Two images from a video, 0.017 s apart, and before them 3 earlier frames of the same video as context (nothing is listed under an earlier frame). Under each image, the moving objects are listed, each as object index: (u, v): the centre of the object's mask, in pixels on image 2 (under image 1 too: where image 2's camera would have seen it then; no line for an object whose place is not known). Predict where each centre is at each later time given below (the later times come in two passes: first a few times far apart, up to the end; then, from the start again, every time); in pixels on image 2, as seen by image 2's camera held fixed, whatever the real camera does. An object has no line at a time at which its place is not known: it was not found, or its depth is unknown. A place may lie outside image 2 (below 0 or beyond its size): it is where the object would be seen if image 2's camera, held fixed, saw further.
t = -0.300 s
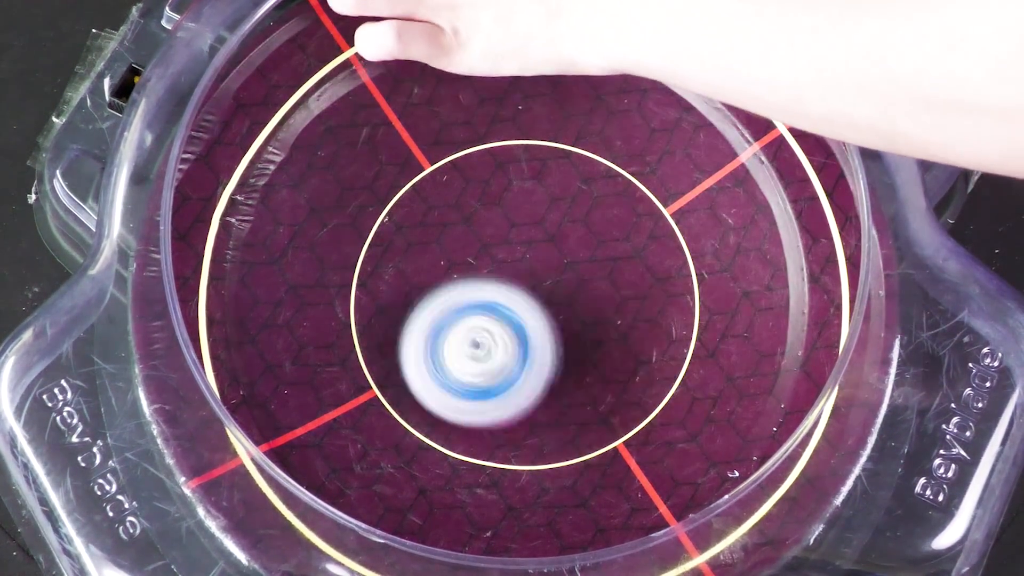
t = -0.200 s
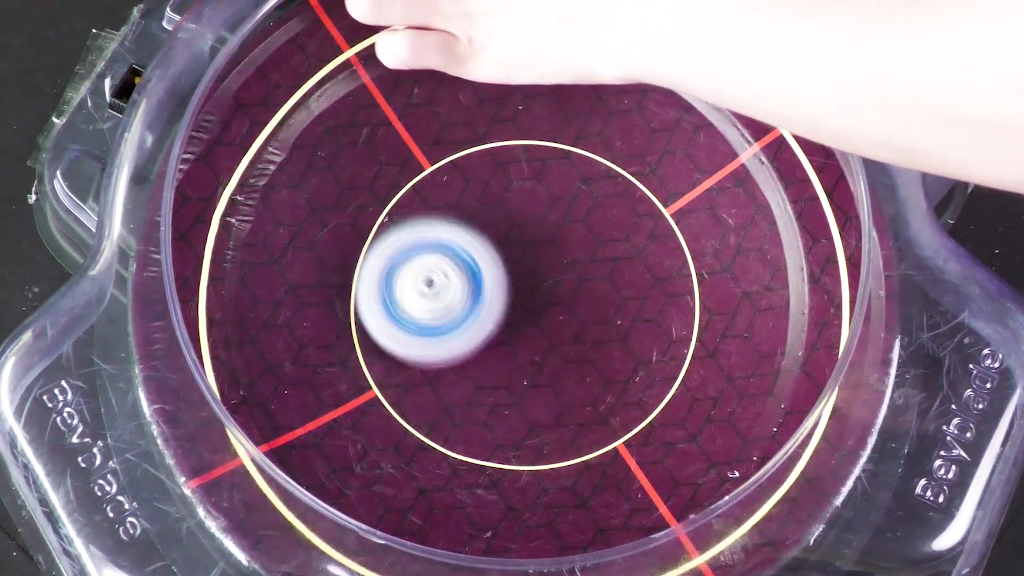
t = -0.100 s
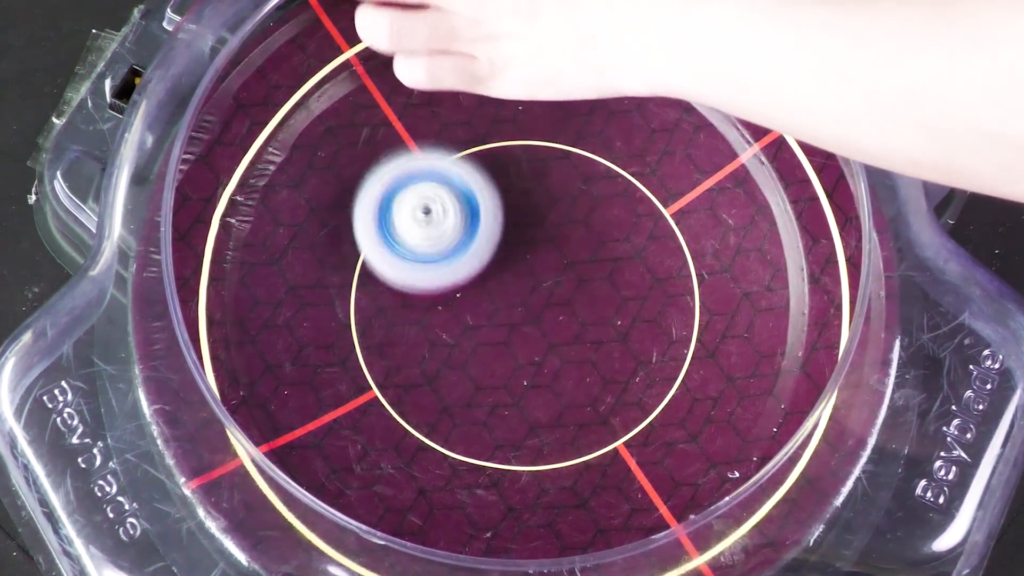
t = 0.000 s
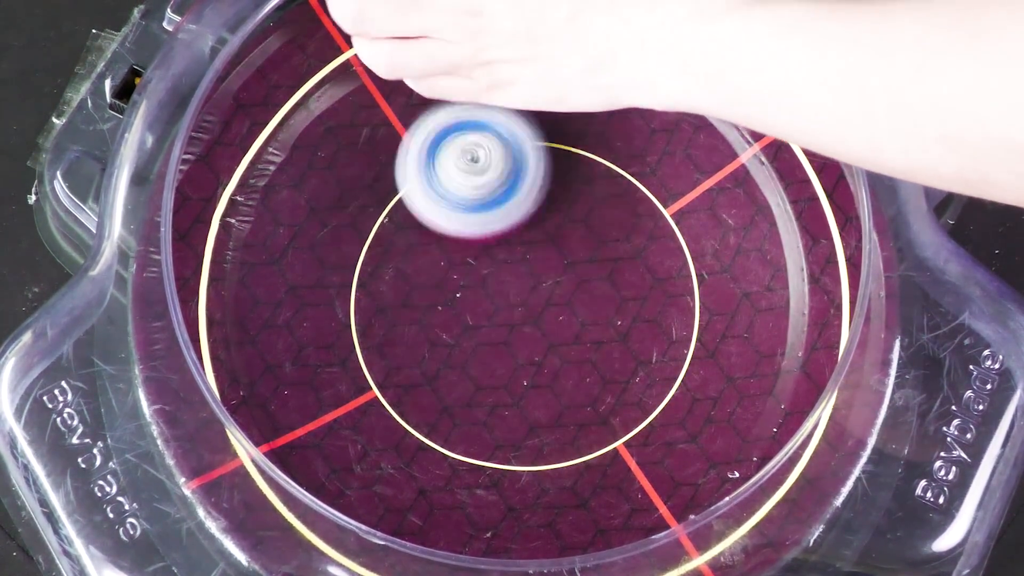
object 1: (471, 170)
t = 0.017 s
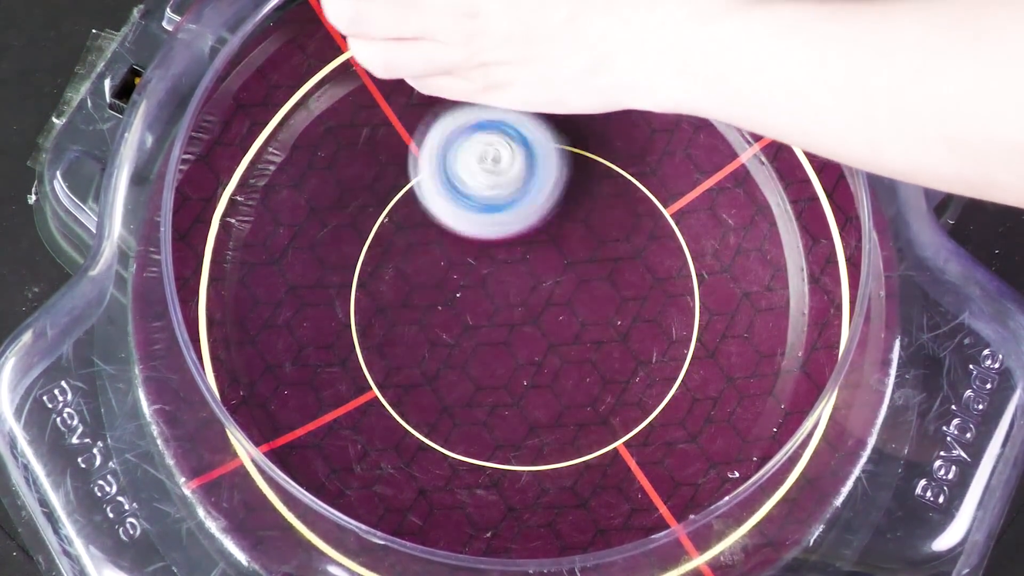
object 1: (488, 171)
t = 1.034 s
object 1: (473, 140)
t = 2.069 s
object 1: (428, 161)
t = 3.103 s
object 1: (458, 197)
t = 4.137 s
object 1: (450, 182)
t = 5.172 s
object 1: (399, 200)
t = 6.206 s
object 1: (413, 243)
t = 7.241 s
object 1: (426, 245)
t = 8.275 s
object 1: (399, 270)
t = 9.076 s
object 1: (518, 378)
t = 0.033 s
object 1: (507, 172)
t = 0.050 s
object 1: (522, 173)
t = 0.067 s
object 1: (540, 174)
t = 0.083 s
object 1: (554, 176)
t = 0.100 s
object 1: (571, 178)
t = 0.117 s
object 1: (584, 180)
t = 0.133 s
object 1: (598, 182)
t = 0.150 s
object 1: (609, 186)
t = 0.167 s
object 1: (622, 190)
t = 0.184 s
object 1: (632, 195)
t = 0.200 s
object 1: (644, 199)
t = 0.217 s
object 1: (652, 205)
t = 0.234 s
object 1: (662, 212)
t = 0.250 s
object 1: (668, 220)
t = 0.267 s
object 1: (675, 230)
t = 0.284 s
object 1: (680, 241)
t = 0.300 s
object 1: (684, 253)
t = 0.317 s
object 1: (685, 264)
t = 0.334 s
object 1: (686, 276)
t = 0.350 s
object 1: (684, 287)
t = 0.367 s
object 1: (682, 300)
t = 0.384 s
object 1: (677, 312)
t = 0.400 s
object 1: (672, 324)
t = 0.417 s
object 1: (664, 334)
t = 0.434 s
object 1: (655, 345)
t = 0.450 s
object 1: (645, 354)
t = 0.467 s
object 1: (633, 362)
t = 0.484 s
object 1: (621, 368)
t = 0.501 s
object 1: (607, 374)
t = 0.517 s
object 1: (595, 378)
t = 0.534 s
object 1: (579, 381)
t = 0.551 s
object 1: (566, 383)
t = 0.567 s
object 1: (550, 383)
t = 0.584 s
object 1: (536, 382)
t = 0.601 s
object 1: (521, 378)
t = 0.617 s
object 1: (506, 374)
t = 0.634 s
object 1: (495, 368)
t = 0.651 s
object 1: (481, 361)
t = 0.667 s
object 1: (470, 353)
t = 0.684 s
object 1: (460, 344)
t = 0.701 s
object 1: (450, 337)
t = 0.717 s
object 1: (442, 325)
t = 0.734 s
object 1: (435, 315)
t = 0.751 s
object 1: (431, 305)
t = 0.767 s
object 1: (424, 293)
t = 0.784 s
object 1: (420, 282)
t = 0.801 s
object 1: (419, 271)
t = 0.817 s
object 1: (416, 260)
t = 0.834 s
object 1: (415, 248)
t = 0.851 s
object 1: (416, 237)
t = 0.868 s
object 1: (416, 227)
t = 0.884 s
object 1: (418, 216)
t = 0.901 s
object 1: (421, 205)
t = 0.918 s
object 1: (425, 195)
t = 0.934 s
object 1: (429, 185)
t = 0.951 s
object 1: (435, 176)
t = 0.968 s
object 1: (443, 167)
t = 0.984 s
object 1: (448, 160)
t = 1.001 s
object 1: (456, 153)
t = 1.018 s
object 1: (465, 145)
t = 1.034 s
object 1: (473, 140)
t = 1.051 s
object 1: (483, 134)
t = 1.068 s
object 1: (492, 130)
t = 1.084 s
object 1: (504, 128)
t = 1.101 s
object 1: (513, 125)
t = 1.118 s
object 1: (525, 125)
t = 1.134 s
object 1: (537, 124)
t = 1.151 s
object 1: (547, 126)
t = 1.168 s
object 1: (560, 129)
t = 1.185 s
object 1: (570, 132)
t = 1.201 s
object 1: (581, 139)
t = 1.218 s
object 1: (591, 144)
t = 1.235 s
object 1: (601, 153)
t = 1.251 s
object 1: (611, 161)
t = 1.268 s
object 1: (616, 171)
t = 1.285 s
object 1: (624, 183)
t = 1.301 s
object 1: (629, 194)
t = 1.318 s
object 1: (633, 208)
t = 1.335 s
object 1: (636, 220)
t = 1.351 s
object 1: (636, 235)
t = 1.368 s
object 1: (636, 247)
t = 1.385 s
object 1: (632, 259)
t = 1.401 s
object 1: (628, 273)
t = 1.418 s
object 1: (623, 284)
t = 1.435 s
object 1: (615, 297)
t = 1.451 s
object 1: (609, 307)
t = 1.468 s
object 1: (599, 318)
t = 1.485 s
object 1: (590, 327)
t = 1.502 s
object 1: (579, 334)
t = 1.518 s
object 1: (567, 343)
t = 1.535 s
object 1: (557, 348)
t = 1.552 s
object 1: (543, 353)
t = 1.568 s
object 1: (531, 357)
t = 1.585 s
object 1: (519, 359)
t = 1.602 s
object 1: (505, 362)
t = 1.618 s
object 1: (493, 362)
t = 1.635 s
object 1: (481, 361)
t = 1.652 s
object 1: (469, 360)
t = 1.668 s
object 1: (458, 356)
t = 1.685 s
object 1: (447, 352)
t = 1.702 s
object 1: (436, 349)
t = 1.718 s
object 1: (426, 343)
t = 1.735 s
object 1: (417, 336)
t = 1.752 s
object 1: (408, 331)
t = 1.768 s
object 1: (399, 322)
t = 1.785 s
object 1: (392, 314)
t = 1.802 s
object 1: (386, 306)
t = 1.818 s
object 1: (380, 296)
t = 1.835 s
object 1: (375, 286)
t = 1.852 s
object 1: (373, 277)
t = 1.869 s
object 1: (369, 266)
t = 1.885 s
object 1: (368, 256)
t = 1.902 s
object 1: (368, 246)
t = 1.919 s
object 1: (367, 235)
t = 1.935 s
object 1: (369, 225)
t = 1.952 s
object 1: (373, 215)
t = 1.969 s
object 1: (377, 205)
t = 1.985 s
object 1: (383, 196)
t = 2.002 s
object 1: (390, 187)
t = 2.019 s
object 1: (398, 179)
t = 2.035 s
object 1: (407, 172)
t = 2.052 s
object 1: (417, 166)
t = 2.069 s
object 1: (428, 161)
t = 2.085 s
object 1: (439, 155)
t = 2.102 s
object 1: (452, 153)
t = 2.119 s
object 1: (465, 152)
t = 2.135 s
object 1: (478, 151)
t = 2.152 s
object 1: (492, 153)
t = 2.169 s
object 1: (504, 154)
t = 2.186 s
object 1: (517, 158)
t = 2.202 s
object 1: (530, 164)
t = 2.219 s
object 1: (541, 169)
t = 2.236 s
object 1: (552, 177)
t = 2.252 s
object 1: (564, 186)
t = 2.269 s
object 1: (571, 194)
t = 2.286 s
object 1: (580, 205)
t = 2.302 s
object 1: (589, 215)
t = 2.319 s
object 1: (593, 226)
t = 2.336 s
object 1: (599, 238)
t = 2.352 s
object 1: (604, 249)
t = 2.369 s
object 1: (606, 260)
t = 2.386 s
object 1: (609, 273)
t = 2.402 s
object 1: (611, 283)
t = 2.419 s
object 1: (609, 295)
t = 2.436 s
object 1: (608, 307)
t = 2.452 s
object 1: (606, 317)
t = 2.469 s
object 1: (602, 329)
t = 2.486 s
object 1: (599, 339)
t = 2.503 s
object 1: (594, 347)
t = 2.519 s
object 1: (587, 358)
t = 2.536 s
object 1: (581, 366)
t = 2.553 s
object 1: (574, 373)
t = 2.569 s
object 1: (565, 382)
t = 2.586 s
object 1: (557, 387)
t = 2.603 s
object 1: (548, 393)
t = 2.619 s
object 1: (537, 399)
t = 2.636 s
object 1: (528, 403)
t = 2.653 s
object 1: (518, 405)
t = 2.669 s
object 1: (506, 407)
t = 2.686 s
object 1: (495, 408)
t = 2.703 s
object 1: (485, 407)
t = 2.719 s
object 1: (472, 405)
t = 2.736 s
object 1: (462, 402)
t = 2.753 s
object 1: (452, 399)
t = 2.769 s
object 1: (441, 393)
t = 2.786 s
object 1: (431, 386)
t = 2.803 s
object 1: (423, 380)
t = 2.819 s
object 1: (415, 371)
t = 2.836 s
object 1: (408, 361)
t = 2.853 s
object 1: (401, 352)
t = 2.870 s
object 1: (396, 341)
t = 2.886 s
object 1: (393, 329)
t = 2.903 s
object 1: (389, 319)
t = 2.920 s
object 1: (389, 307)
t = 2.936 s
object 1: (391, 294)
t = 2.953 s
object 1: (390, 283)
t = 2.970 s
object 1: (394, 270)
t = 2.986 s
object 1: (399, 260)
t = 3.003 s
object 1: (404, 248)
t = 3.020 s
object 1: (411, 238)
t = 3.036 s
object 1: (419, 230)
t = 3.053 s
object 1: (428, 219)
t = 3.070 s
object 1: (437, 211)
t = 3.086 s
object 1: (446, 205)
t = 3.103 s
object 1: (458, 197)
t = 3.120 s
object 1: (470, 193)
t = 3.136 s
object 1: (480, 189)
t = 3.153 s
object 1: (492, 184)
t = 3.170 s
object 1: (505, 183)
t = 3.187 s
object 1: (516, 181)
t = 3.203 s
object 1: (527, 181)
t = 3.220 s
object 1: (540, 182)
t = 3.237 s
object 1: (552, 184)
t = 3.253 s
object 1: (563, 185)
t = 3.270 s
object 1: (573, 190)
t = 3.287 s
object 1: (585, 194)
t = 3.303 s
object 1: (594, 198)
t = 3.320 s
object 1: (602, 204)
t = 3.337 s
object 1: (612, 210)
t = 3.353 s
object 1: (622, 217)
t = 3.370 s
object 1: (628, 224)
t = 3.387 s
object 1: (635, 233)
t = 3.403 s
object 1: (643, 241)
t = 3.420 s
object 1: (647, 249)
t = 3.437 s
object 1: (650, 258)
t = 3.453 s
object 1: (654, 269)
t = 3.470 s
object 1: (656, 278)
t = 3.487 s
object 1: (656, 288)
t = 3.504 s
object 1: (656, 299)
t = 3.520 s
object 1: (655, 309)
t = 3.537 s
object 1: (653, 319)
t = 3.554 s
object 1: (647, 330)
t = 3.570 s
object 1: (642, 340)
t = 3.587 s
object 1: (638, 349)
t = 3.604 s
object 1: (629, 357)
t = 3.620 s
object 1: (620, 366)
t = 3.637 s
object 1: (612, 373)
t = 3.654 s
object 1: (601, 378)
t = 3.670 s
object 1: (589, 384)
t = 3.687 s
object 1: (577, 388)
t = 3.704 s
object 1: (565, 390)
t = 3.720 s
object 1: (553, 392)
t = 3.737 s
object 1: (538, 392)
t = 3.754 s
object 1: (526, 390)
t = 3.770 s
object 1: (514, 389)
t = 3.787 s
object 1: (501, 384)
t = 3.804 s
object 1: (490, 378)
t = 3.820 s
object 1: (479, 371)
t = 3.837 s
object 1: (468, 363)
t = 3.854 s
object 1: (460, 355)
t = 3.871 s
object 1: (451, 345)
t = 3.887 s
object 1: (444, 335)
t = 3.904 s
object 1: (437, 326)
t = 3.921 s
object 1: (432, 315)
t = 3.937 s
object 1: (429, 304)
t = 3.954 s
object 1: (424, 293)
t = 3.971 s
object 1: (422, 282)
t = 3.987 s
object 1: (420, 271)
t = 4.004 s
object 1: (420, 259)
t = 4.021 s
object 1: (422, 248)
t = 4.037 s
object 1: (422, 239)
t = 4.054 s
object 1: (425, 228)
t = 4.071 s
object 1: (430, 218)
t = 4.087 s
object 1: (433, 208)
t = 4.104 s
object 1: (438, 198)
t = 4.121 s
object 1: (443, 191)
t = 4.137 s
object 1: (450, 182)
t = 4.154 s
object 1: (459, 175)
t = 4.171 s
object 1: (465, 169)
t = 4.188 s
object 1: (473, 162)
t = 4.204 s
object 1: (481, 158)
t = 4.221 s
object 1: (491, 152)
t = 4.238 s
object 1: (501, 149)
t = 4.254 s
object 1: (509, 147)
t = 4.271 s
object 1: (520, 144)
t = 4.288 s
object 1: (530, 144)
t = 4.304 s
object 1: (542, 144)
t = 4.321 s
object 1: (552, 145)
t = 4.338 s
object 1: (561, 147)
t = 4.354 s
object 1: (572, 150)
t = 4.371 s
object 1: (583, 155)
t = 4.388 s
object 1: (592, 160)
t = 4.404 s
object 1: (601, 165)
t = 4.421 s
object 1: (608, 173)
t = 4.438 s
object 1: (617, 182)
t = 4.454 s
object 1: (624, 190)
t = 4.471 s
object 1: (629, 199)
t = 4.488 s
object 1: (633, 211)
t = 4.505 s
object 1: (637, 223)
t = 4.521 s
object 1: (639, 233)
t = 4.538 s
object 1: (640, 244)
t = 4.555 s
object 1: (637, 256)
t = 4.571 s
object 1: (635, 268)
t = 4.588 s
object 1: (632, 279)
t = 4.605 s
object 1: (626, 289)
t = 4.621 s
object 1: (619, 299)
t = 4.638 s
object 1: (612, 310)
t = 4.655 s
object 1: (604, 319)
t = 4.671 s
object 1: (596, 327)
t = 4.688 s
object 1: (585, 333)
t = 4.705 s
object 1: (574, 341)
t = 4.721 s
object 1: (562, 347)
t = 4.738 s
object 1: (551, 351)
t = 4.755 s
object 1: (540, 355)
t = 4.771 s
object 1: (527, 356)
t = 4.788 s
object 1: (514, 358)
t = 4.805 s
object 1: (503, 359)
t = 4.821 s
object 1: (491, 357)
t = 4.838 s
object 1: (480, 356)
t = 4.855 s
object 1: (468, 352)
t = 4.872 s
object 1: (458, 348)
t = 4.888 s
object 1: (448, 344)
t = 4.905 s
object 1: (438, 338)
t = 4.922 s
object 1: (430, 333)
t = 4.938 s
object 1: (421, 325)
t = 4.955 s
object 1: (415, 318)
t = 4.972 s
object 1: (407, 311)
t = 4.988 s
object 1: (402, 302)
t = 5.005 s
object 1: (396, 294)
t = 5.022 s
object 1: (392, 284)
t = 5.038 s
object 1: (390, 275)
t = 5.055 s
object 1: (387, 266)
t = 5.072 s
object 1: (386, 255)
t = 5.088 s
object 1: (385, 247)
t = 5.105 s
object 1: (386, 236)
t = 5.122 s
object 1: (389, 227)
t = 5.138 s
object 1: (391, 217)
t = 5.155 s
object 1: (395, 208)
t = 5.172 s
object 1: (399, 200)
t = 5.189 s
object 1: (406, 192)
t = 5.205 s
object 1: (412, 185)
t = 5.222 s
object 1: (421, 177)
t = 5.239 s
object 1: (430, 171)
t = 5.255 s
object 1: (438, 166)
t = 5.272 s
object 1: (449, 161)
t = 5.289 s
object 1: (459, 159)
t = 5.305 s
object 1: (471, 156)
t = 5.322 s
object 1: (483, 156)
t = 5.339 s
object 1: (494, 156)
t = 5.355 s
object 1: (506, 157)
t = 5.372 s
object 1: (516, 160)
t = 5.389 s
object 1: (527, 164)
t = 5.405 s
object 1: (539, 170)
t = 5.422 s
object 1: (549, 176)
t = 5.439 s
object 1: (559, 182)
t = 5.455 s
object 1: (566, 190)
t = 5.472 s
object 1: (575, 198)
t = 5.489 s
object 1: (582, 209)
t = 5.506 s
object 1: (589, 219)
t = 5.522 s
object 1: (595, 228)
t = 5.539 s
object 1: (598, 237)
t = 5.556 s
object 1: (601, 248)
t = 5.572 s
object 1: (603, 259)
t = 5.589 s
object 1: (606, 271)
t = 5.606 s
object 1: (608, 282)
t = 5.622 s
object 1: (606, 291)
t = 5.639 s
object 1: (604, 301)
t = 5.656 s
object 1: (600, 312)
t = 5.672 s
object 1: (597, 323)
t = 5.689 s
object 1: (594, 332)
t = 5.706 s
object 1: (588, 340)
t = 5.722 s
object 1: (583, 348)
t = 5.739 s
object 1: (575, 356)
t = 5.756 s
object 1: (567, 364)
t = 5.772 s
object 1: (559, 371)
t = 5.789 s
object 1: (551, 376)
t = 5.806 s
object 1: (543, 381)
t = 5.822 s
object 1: (533, 385)
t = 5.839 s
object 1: (524, 388)
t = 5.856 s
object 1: (512, 390)
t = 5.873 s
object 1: (503, 391)
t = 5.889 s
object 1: (492, 391)
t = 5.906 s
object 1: (482, 390)
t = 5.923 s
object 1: (472, 388)
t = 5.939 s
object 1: (462, 384)
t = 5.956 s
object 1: (453, 380)
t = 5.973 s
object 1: (442, 375)
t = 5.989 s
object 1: (435, 369)
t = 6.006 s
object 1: (427, 362)
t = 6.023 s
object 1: (420, 353)
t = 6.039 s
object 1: (414, 345)
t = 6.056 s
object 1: (407, 335)
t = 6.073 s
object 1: (405, 326)
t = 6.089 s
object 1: (400, 315)
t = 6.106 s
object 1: (400, 305)
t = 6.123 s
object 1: (398, 295)
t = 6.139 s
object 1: (400, 283)
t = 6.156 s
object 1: (401, 274)
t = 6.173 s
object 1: (404, 262)
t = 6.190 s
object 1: (408, 253)
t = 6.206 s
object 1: (413, 243)
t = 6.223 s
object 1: (421, 235)
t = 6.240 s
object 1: (427, 226)
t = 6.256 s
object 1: (435, 219)
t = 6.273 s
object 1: (443, 212)
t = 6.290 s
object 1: (452, 205)
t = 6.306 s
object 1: (461, 201)
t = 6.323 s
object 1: (471, 195)
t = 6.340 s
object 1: (483, 192)
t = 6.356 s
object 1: (493, 188)
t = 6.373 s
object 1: (504, 186)
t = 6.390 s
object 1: (514, 185)
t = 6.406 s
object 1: (524, 184)
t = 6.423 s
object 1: (534, 185)
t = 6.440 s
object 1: (545, 187)
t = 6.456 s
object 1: (555, 190)
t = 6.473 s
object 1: (566, 193)
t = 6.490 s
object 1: (576, 197)
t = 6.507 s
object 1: (584, 201)
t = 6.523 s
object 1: (593, 206)
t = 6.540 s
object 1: (600, 212)
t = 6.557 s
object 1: (608, 218)
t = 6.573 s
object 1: (614, 226)
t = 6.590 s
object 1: (621, 234)
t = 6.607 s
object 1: (627, 242)
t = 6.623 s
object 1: (632, 250)
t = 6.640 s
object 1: (636, 258)
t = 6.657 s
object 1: (637, 266)
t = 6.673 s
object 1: (639, 276)
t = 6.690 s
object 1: (639, 285)
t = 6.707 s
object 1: (639, 295)
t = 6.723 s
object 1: (638, 306)
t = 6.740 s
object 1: (635, 314)
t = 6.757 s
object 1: (632, 324)
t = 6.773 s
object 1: (626, 331)
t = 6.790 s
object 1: (622, 339)
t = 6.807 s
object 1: (613, 347)
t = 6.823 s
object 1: (606, 354)
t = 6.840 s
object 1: (597, 361)
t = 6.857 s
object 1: (588, 366)
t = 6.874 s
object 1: (578, 372)
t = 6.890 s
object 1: (567, 374)
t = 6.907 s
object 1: (557, 376)
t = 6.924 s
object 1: (545, 377)
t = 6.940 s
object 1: (535, 377)
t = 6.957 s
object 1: (522, 376)
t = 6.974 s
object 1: (512, 373)
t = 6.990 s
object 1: (500, 370)
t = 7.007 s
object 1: (491, 365)
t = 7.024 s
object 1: (481, 360)
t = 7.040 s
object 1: (471, 352)
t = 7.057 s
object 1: (463, 346)
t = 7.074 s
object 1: (455, 337)
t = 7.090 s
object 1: (449, 330)
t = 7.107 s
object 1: (442, 320)
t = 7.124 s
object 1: (438, 312)
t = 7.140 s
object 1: (433, 302)
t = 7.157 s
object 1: (431, 293)
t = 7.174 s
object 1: (427, 283)
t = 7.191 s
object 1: (427, 273)
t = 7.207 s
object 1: (425, 264)
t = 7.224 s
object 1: (426, 254)
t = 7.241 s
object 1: (426, 245)
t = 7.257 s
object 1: (429, 235)
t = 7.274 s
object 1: (431, 227)
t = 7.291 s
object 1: (435, 217)
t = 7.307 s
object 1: (439, 210)
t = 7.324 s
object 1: (444, 201)
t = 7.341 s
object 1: (451, 195)
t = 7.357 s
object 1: (455, 187)
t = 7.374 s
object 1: (463, 181)
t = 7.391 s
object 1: (469, 176)
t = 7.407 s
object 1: (478, 171)
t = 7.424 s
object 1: (485, 167)
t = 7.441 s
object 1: (495, 162)
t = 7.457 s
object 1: (503, 160)
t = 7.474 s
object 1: (512, 158)
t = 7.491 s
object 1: (521, 158)
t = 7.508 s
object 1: (531, 157)
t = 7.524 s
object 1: (541, 159)
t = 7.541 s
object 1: (551, 161)
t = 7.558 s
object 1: (561, 165)
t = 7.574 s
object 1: (569, 168)
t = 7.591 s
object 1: (578, 173)
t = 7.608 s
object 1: (586, 178)
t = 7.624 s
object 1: (594, 184)
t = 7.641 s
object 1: (599, 191)
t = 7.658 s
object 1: (605, 199)
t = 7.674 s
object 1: (609, 209)
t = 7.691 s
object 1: (614, 218)
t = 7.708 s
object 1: (616, 229)
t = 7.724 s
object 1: (618, 239)
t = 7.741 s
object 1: (618, 250)
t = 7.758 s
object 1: (617, 260)
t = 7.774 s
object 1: (617, 270)
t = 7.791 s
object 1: (612, 279)
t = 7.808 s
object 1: (611, 289)
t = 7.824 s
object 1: (604, 297)
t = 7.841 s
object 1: (599, 306)
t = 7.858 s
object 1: (591, 314)
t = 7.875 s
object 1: (584, 322)
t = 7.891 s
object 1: (575, 329)
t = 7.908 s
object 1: (567, 335)
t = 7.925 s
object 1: (557, 341)
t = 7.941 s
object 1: (548, 345)
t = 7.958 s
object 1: (538, 349)
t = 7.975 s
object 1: (528, 351)
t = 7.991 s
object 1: (518, 353)
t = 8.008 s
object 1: (507, 353)
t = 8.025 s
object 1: (497, 354)
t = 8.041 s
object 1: (486, 352)
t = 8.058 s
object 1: (477, 351)
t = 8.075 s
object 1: (467, 347)
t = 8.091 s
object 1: (459, 344)
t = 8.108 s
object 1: (449, 340)
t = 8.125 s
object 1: (443, 336)
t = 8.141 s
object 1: (434, 330)
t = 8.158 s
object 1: (429, 324)
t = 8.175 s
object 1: (421, 317)
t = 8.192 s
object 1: (416, 310)
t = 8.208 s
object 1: (410, 303)
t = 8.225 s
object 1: (407, 295)
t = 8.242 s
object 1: (402, 287)
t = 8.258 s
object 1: (402, 278)
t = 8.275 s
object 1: (399, 270)
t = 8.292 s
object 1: (399, 261)
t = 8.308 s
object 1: (399, 252)
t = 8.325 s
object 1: (401, 243)
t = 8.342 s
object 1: (403, 236)
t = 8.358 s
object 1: (407, 226)
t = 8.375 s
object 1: (410, 219)
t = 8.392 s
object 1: (417, 211)
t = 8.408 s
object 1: (422, 205)
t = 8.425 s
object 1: (430, 197)
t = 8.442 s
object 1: (437, 192)
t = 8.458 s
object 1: (446, 186)
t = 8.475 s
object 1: (455, 183)
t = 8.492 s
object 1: (465, 179)
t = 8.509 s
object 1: (475, 178)
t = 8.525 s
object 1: (485, 176)
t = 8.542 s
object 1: (496, 177)
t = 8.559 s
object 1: (506, 177)
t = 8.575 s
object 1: (517, 180)
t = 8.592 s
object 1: (526, 183)
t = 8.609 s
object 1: (536, 187)
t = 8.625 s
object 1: (545, 191)
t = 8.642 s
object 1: (554, 197)
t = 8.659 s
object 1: (562, 203)
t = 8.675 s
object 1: (570, 209)
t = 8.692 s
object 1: (576, 216)
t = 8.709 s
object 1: (583, 224)
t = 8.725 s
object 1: (587, 232)
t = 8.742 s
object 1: (592, 240)
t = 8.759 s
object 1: (595, 248)
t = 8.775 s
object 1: (600, 257)
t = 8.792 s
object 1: (601, 266)
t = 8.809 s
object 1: (603, 275)
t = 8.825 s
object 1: (602, 285)
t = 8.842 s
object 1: (602, 294)
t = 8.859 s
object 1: (600, 303)
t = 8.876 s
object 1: (598, 312)
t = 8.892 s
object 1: (594, 321)
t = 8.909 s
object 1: (591, 329)
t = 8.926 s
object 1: (586, 338)
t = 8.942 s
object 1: (581, 344)
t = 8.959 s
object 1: (575, 352)
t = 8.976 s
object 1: (568, 357)
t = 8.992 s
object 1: (561, 363)
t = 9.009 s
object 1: (553, 367)
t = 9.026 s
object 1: (545, 372)
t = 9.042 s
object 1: (536, 374)
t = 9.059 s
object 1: (528, 378)
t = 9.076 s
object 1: (518, 378)
